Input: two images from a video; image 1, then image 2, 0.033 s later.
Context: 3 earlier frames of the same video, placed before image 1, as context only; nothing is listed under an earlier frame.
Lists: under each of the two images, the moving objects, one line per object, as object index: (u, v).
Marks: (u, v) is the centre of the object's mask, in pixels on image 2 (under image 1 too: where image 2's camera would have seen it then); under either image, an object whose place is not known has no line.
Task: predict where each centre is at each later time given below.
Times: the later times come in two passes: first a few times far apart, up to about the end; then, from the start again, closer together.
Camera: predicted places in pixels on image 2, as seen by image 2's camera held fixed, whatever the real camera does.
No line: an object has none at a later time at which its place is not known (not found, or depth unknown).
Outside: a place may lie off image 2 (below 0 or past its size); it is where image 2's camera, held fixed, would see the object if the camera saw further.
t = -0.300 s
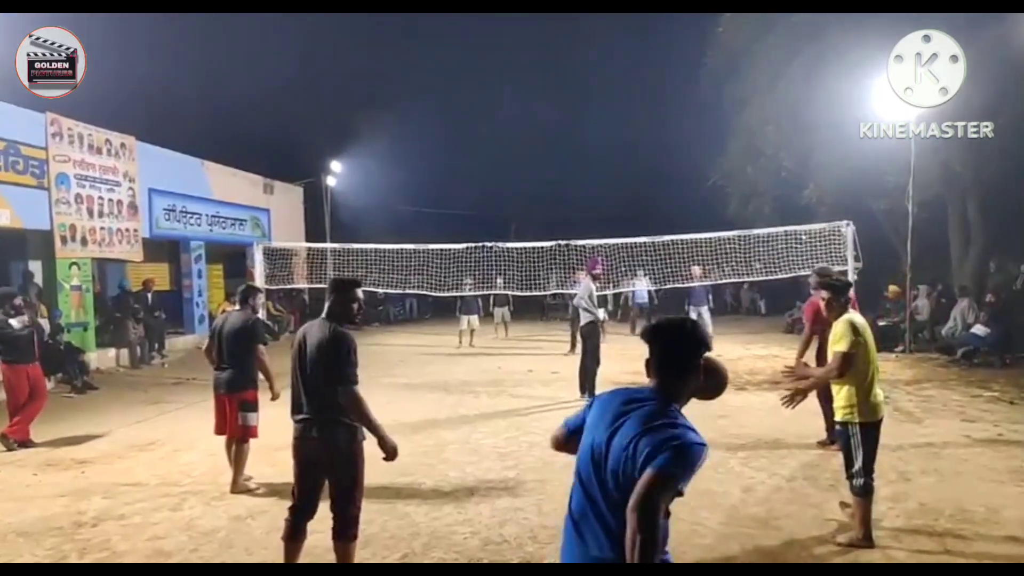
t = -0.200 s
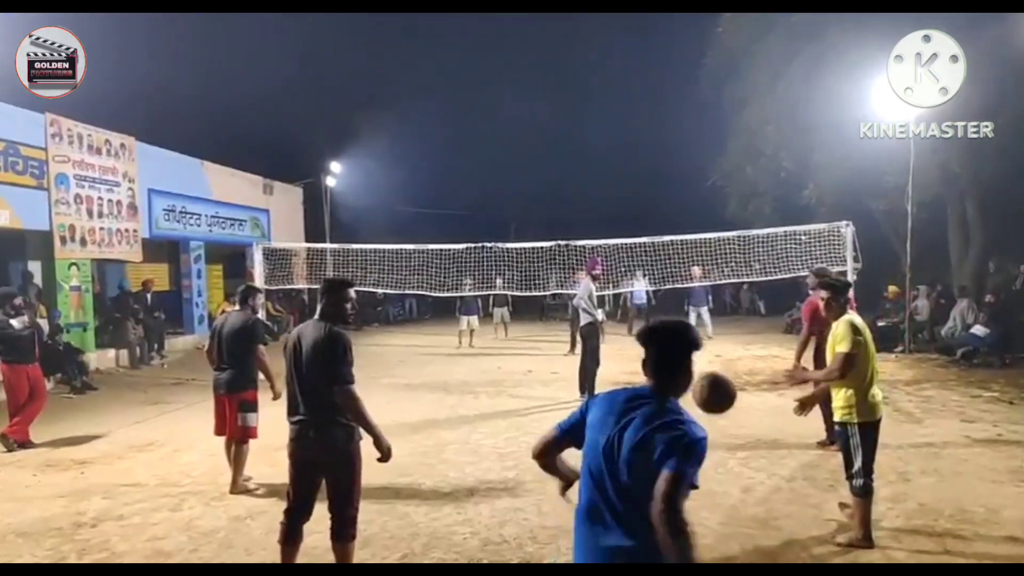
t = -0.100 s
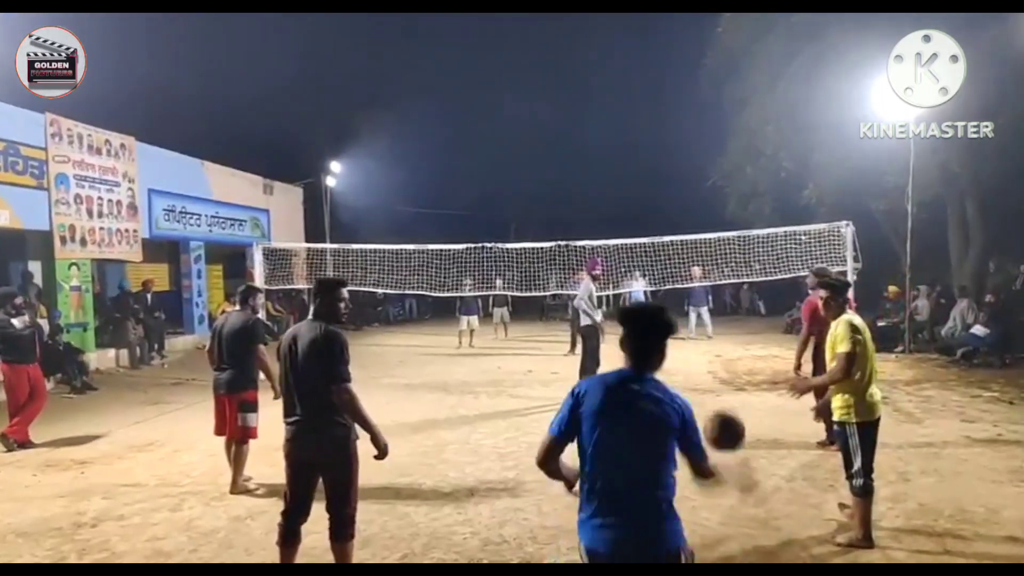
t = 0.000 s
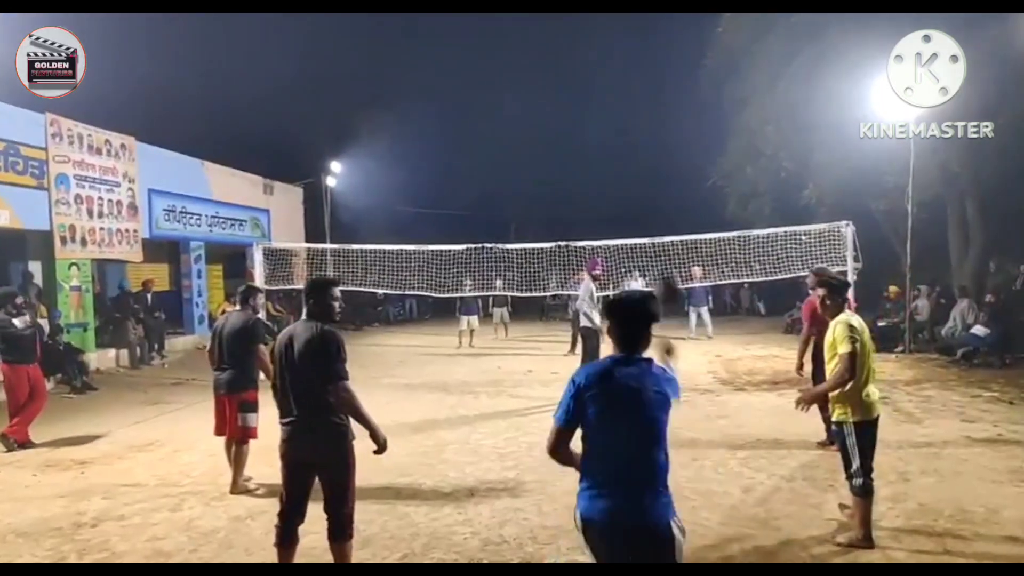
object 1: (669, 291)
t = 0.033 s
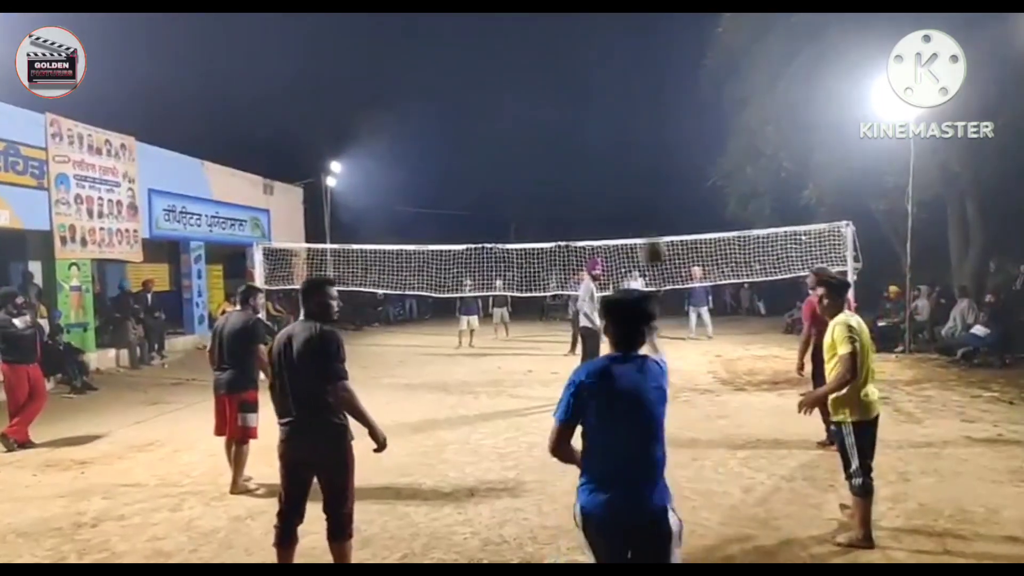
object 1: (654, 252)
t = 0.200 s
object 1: (604, 154)
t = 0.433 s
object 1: (572, 124)
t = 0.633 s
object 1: (559, 140)
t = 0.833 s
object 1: (550, 174)
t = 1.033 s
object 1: (546, 217)
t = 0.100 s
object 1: (627, 198)
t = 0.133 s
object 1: (618, 180)
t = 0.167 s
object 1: (610, 166)
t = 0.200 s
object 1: (604, 154)
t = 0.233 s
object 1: (597, 144)
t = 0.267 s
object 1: (592, 137)
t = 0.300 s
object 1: (587, 132)
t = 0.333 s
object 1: (583, 128)
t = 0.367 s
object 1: (579, 126)
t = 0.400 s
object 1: (575, 124)
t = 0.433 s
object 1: (572, 124)
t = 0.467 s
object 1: (569, 125)
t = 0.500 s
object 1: (567, 127)
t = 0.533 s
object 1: (565, 130)
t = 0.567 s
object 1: (563, 133)
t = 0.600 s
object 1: (561, 136)
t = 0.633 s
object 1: (559, 140)
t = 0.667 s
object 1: (558, 145)
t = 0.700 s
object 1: (556, 150)
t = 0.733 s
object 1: (554, 156)
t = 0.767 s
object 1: (553, 161)
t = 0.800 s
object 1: (552, 168)
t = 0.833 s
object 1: (550, 174)
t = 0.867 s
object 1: (549, 181)
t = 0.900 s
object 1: (548, 188)
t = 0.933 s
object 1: (548, 195)
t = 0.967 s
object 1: (547, 202)
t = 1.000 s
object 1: (546, 210)
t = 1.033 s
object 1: (546, 217)
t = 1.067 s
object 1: (545, 226)
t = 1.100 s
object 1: (545, 234)
